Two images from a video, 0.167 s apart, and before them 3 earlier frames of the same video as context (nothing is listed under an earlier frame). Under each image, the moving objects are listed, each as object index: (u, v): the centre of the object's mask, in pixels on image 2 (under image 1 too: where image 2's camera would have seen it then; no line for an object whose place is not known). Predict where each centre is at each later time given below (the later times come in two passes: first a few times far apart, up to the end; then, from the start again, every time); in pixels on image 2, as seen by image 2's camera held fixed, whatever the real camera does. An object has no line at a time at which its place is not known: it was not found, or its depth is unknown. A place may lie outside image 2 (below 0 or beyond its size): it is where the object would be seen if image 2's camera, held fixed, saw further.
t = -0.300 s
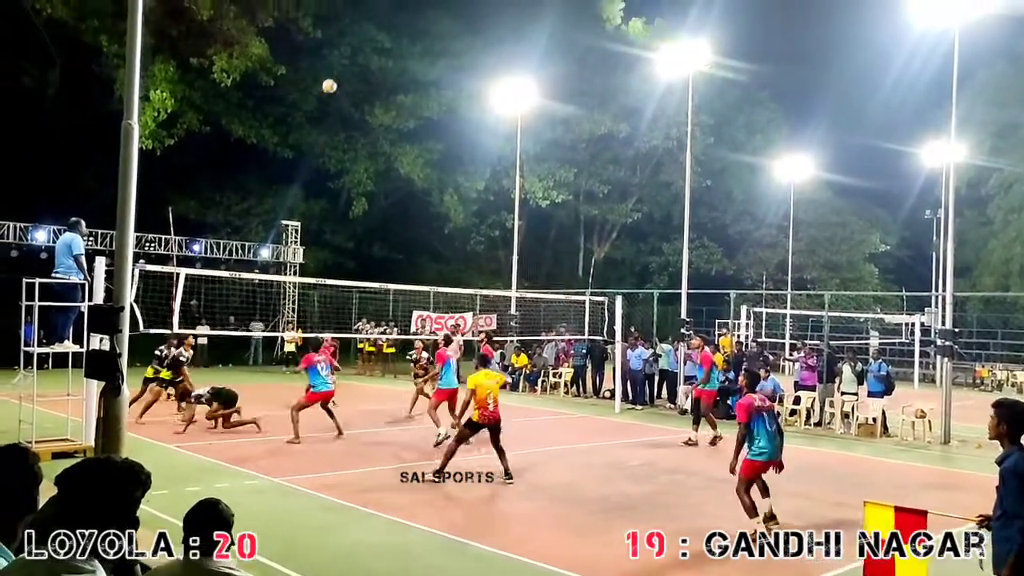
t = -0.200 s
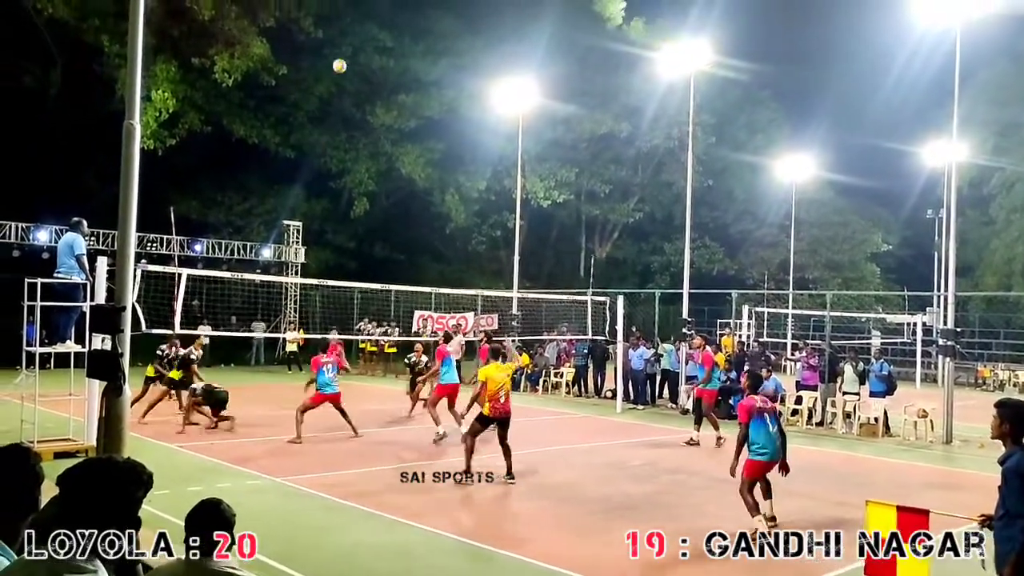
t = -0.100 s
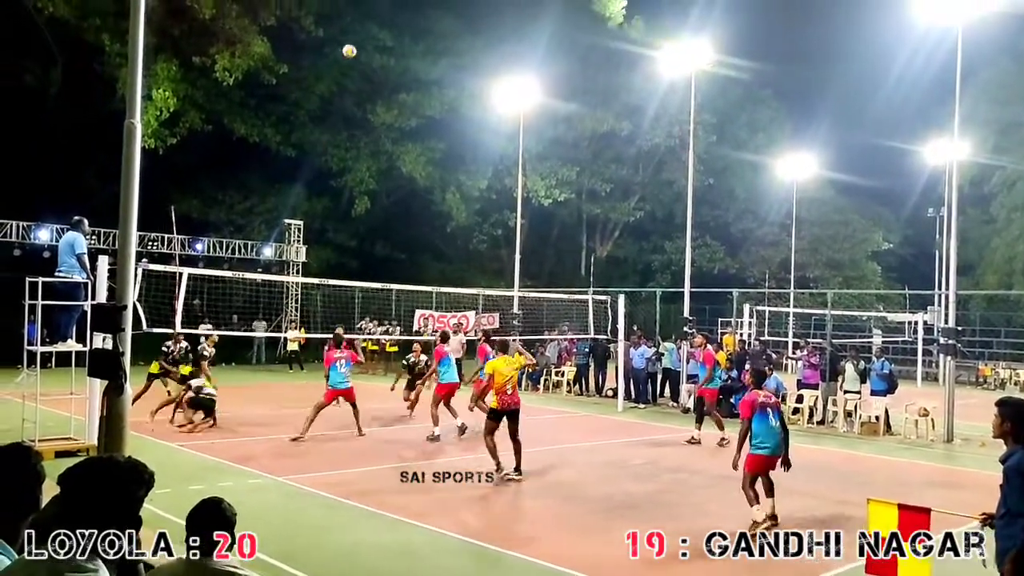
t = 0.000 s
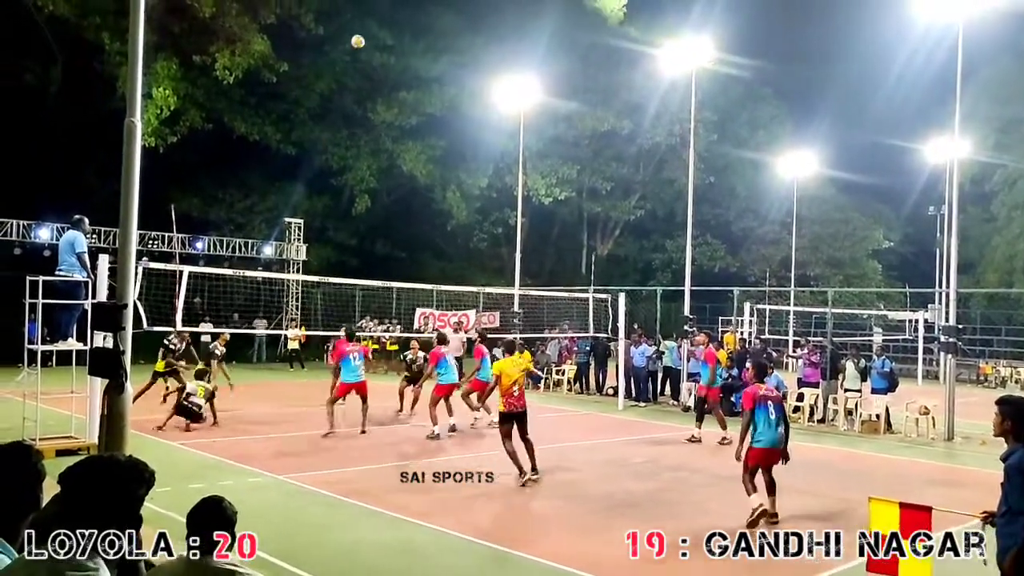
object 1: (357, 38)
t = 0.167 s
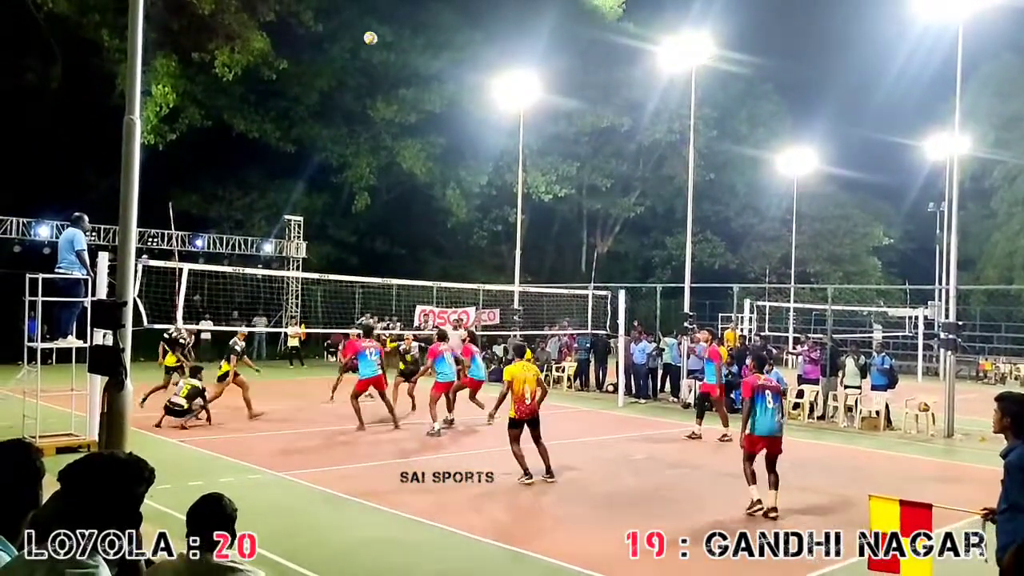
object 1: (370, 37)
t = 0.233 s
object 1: (375, 41)
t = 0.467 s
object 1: (392, 75)
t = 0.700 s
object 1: (406, 136)
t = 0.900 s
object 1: (417, 210)
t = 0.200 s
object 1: (372, 39)
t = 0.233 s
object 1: (375, 41)
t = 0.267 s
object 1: (378, 44)
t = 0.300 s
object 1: (380, 48)
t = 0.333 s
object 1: (382, 52)
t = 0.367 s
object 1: (385, 57)
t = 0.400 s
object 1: (387, 62)
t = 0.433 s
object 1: (389, 68)
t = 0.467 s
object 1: (392, 75)
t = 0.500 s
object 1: (394, 81)
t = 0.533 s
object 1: (396, 89)
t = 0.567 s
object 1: (398, 98)
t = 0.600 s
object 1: (400, 106)
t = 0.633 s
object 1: (402, 116)
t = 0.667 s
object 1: (404, 126)
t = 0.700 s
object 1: (406, 136)
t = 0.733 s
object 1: (408, 147)
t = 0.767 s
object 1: (410, 160)
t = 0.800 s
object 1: (411, 172)
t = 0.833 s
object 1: (413, 183)
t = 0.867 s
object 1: (415, 197)
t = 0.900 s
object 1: (417, 210)
